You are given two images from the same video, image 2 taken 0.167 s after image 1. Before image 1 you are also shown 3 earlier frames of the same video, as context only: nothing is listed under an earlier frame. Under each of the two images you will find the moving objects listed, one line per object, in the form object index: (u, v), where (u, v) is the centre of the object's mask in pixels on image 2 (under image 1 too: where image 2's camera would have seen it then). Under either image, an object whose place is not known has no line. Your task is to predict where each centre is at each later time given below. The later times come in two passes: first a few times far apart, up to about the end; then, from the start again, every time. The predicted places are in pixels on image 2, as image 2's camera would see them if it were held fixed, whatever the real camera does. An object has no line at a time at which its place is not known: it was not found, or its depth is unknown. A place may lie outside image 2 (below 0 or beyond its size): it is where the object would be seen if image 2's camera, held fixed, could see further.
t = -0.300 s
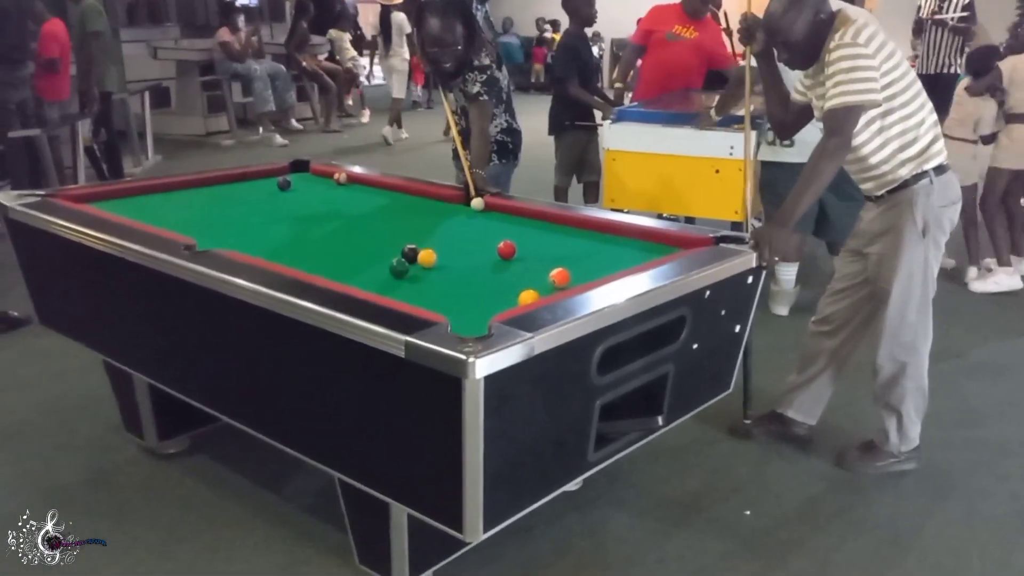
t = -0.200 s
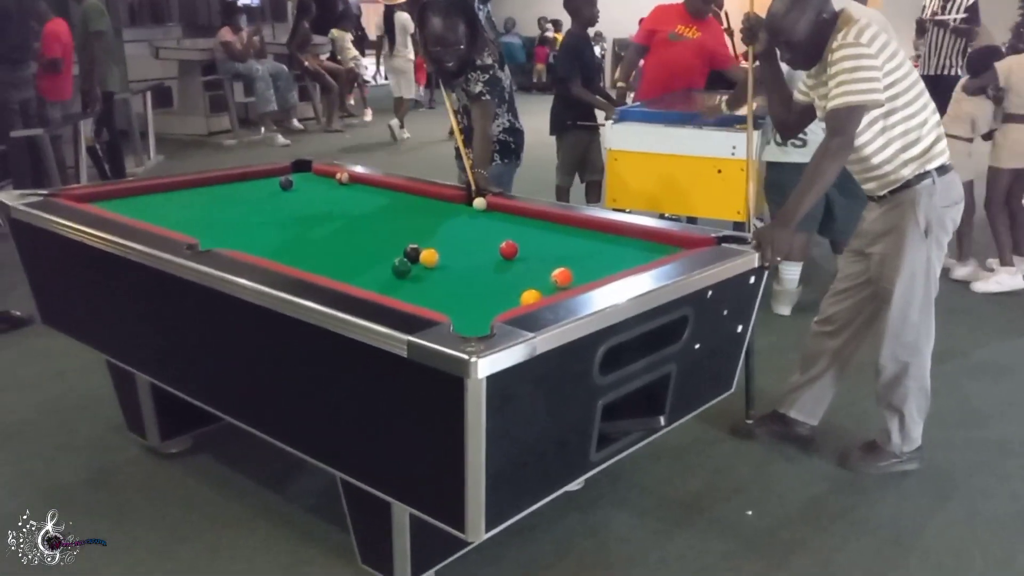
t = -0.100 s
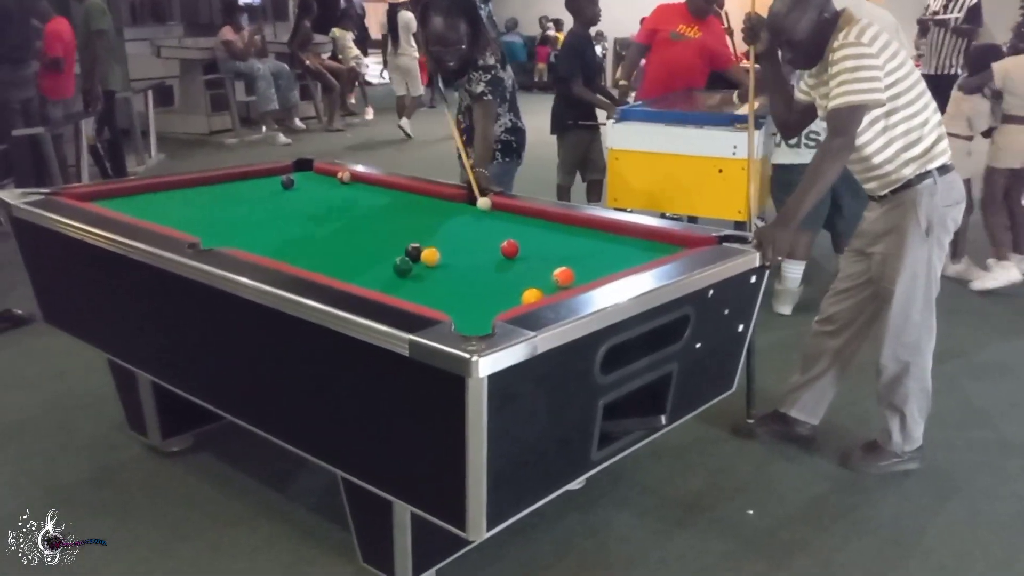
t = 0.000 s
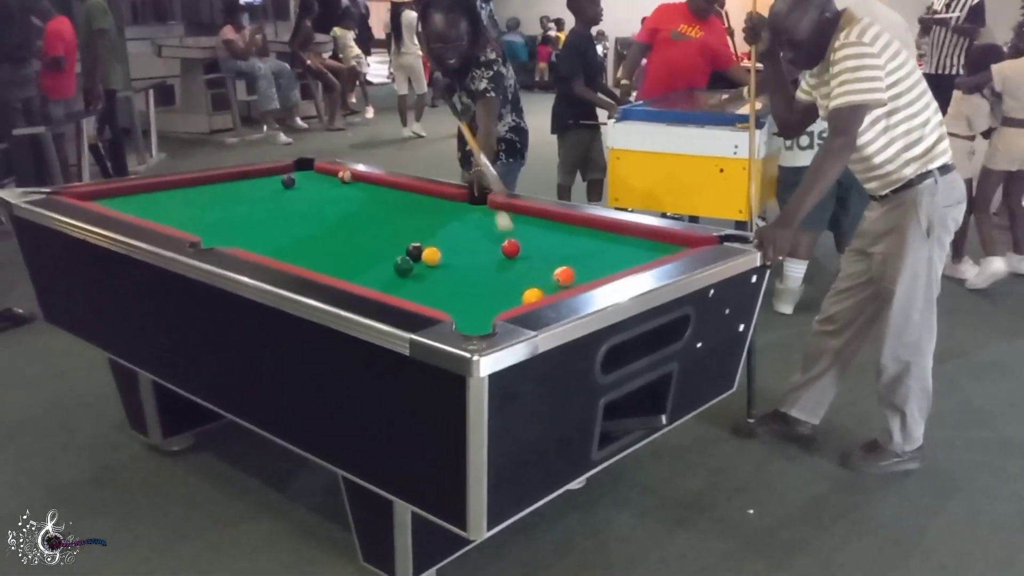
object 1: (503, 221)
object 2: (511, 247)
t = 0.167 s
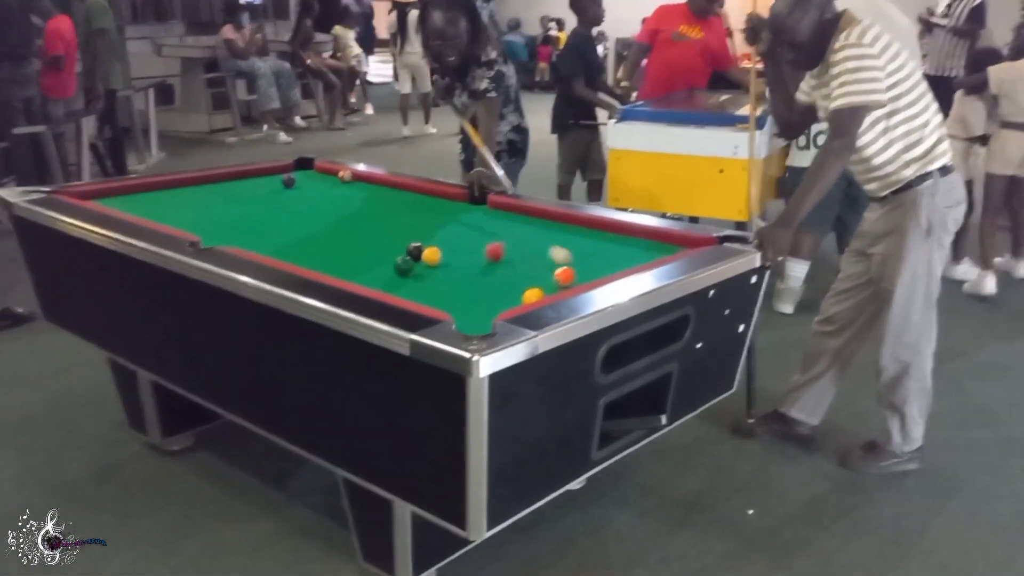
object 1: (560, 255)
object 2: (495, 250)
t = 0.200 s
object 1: (575, 257)
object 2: (487, 251)
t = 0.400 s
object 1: (574, 262)
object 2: (449, 260)
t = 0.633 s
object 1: (497, 246)
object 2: (417, 271)
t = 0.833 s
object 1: (442, 235)
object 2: (400, 278)
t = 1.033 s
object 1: (396, 225)
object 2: (386, 284)
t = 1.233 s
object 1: (355, 216)
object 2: (378, 286)
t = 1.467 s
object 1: (315, 206)
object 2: (391, 286)
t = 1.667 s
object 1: (286, 198)
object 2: (401, 285)
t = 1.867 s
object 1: (262, 191)
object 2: (408, 282)
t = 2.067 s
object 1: (241, 186)
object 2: (413, 280)
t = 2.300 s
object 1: (221, 180)
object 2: (418, 279)
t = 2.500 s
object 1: (218, 179)
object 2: (420, 279)
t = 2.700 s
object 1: (232, 181)
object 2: (420, 279)
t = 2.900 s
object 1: (246, 184)
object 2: (420, 279)
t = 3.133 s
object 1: (258, 186)
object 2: (420, 279)
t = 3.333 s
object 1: (268, 186)
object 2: (420, 279)
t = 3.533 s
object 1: (276, 187)
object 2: (419, 279)
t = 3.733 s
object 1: (282, 188)
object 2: (419, 279)
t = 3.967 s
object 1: (287, 188)
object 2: (420, 279)
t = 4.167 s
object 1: (290, 189)
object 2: (420, 280)
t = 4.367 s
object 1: (290, 188)
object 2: (420, 280)
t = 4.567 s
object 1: (290, 188)
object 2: (420, 280)
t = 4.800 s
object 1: (290, 188)
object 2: (420, 280)
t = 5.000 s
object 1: (289, 188)
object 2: (419, 279)
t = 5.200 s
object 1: (290, 188)
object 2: (420, 279)
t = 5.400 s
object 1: (290, 188)
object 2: (419, 279)
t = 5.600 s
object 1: (290, 188)
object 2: (419, 279)
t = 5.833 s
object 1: (290, 188)
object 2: (419, 279)
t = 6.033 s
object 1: (290, 188)
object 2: (419, 279)
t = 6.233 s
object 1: (290, 188)
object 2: (419, 279)
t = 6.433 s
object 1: (290, 188)
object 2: (419, 279)
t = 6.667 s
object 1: (290, 188)
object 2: (419, 279)
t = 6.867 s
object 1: (290, 188)
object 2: (419, 279)
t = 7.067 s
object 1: (290, 188)
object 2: (419, 279)
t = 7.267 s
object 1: (290, 188)
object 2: (419, 279)
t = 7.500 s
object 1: (290, 188)
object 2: (419, 280)
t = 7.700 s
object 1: (290, 188)
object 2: (419, 279)
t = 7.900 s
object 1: (290, 188)
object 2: (419, 279)
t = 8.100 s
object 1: (290, 188)
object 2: (419, 279)
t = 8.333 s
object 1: (290, 188)
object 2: (419, 279)
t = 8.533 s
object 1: (290, 188)
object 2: (419, 279)
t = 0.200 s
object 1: (575, 257)
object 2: (487, 251)
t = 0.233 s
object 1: (593, 265)
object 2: (480, 252)
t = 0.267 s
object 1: (608, 267)
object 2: (474, 253)
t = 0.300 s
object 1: (611, 269)
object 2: (468, 256)
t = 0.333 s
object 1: (597, 267)
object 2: (462, 257)
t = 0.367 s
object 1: (584, 265)
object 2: (456, 259)
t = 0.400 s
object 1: (574, 262)
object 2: (449, 260)
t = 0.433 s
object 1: (561, 260)
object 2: (443, 262)
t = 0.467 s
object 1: (551, 259)
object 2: (436, 264)
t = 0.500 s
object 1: (539, 255)
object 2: (430, 265)
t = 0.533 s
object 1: (528, 254)
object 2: (424, 267)
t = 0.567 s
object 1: (517, 251)
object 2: (422, 268)
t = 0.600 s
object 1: (506, 249)
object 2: (419, 269)
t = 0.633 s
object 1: (497, 246)
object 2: (417, 271)
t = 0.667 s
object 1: (487, 244)
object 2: (414, 271)
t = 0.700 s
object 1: (477, 242)
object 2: (411, 273)
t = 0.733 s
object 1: (469, 241)
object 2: (408, 274)
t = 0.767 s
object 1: (460, 239)
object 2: (406, 275)
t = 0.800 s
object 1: (451, 237)
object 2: (403, 276)
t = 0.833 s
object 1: (442, 235)
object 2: (400, 278)
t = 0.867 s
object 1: (434, 233)
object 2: (398, 279)
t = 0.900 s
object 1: (425, 231)
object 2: (396, 280)
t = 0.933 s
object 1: (418, 230)
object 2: (393, 282)
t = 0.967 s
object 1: (410, 228)
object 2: (390, 283)
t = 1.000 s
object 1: (403, 226)
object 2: (388, 284)
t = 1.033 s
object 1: (396, 225)
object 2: (386, 284)
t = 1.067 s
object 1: (388, 224)
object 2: (383, 284)
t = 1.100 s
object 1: (381, 222)
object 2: (381, 285)
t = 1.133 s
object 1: (374, 221)
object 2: (379, 285)
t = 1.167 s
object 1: (367, 219)
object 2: (377, 286)
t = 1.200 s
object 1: (361, 217)
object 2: (376, 286)
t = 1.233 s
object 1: (355, 216)
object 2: (378, 286)
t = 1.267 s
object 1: (349, 214)
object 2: (380, 286)
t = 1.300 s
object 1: (343, 213)
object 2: (382, 286)
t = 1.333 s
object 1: (337, 212)
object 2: (384, 286)
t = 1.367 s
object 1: (331, 210)
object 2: (386, 286)
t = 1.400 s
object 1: (326, 209)
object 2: (388, 286)
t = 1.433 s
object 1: (320, 207)
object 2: (390, 286)
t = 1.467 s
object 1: (315, 206)
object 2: (391, 286)
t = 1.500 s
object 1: (310, 205)
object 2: (393, 286)
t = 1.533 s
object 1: (305, 203)
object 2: (395, 285)
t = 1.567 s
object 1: (300, 202)
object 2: (397, 285)
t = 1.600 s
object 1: (295, 201)
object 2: (398, 285)
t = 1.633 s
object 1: (291, 200)
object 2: (399, 285)
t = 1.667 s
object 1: (286, 198)
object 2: (401, 285)
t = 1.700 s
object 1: (282, 197)
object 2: (402, 284)
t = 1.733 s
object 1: (278, 197)
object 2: (403, 284)
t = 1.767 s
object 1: (274, 195)
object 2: (404, 283)
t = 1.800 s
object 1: (270, 194)
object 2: (406, 282)
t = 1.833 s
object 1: (266, 193)
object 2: (407, 282)
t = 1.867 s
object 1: (262, 191)
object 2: (408, 282)
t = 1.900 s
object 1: (258, 190)
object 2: (408, 281)
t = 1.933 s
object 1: (255, 189)
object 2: (410, 281)
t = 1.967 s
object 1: (251, 188)
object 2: (411, 281)
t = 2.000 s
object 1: (248, 187)
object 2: (411, 280)
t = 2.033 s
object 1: (245, 187)
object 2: (412, 280)
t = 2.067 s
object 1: (241, 186)
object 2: (413, 280)
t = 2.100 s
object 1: (239, 186)
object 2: (413, 280)
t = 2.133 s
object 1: (235, 184)
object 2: (414, 280)
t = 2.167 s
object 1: (232, 184)
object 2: (415, 280)
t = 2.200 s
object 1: (229, 183)
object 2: (416, 279)
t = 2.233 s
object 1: (227, 182)
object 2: (417, 279)
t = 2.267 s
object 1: (224, 181)
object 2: (417, 279)
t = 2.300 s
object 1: (221, 180)
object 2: (418, 279)
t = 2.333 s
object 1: (219, 180)
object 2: (419, 279)
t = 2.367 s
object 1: (217, 179)
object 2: (419, 279)
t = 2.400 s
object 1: (214, 178)
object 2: (419, 279)
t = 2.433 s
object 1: (214, 178)
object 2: (420, 279)
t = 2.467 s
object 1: (216, 178)
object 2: (420, 279)
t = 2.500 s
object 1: (218, 179)
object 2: (420, 279)
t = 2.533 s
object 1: (221, 179)
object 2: (420, 279)
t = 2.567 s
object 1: (223, 180)
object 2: (420, 279)
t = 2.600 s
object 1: (225, 180)
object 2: (420, 279)
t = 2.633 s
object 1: (227, 180)
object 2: (420, 279)
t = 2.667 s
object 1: (229, 181)
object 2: (420, 279)
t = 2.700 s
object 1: (232, 181)
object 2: (420, 279)
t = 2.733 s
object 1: (234, 182)
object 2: (420, 279)
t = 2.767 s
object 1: (236, 182)
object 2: (420, 279)
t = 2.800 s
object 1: (238, 182)
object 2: (420, 279)
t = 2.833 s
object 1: (240, 183)
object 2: (420, 279)
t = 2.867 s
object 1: (242, 184)
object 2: (420, 279)
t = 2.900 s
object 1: (246, 184)
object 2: (420, 279)
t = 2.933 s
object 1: (248, 184)
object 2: (420, 279)
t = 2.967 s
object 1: (250, 185)
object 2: (420, 279)
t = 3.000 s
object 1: (251, 185)
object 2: (420, 279)
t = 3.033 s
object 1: (253, 185)
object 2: (420, 279)
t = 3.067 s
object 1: (255, 186)
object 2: (420, 279)
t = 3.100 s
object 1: (257, 186)
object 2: (420, 279)
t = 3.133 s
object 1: (258, 186)
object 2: (420, 279)
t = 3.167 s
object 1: (260, 186)
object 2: (420, 279)
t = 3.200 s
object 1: (262, 186)
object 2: (420, 279)
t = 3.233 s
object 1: (263, 186)
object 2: (420, 279)
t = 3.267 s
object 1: (265, 186)
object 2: (420, 279)
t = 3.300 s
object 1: (266, 186)
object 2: (420, 279)
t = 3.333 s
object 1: (268, 186)
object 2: (420, 279)
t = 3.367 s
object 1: (270, 187)
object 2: (420, 279)
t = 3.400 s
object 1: (271, 187)
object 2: (419, 279)
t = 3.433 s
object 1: (272, 187)
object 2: (420, 279)
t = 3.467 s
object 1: (274, 187)
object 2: (419, 279)
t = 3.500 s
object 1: (275, 187)
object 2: (419, 279)
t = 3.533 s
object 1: (276, 187)
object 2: (419, 279)
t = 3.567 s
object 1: (277, 188)
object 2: (419, 279)
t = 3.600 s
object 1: (278, 187)
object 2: (419, 279)
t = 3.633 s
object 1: (279, 187)
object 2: (419, 279)
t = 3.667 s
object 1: (280, 188)
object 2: (419, 279)
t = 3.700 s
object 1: (281, 187)
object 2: (419, 279)
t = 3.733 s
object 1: (282, 188)
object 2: (419, 279)
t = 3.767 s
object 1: (283, 188)
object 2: (419, 279)
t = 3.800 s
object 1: (284, 188)
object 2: (419, 279)
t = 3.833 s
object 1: (285, 188)
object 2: (420, 279)
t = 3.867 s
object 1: (286, 188)
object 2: (420, 279)
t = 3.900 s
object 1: (286, 188)
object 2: (420, 280)
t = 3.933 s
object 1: (287, 188)
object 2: (420, 279)
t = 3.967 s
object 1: (287, 188)
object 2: (420, 279)
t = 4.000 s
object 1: (288, 188)
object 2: (420, 280)
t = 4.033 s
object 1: (288, 188)
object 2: (419, 280)
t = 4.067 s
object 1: (289, 188)
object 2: (419, 280)
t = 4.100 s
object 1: (289, 188)
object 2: (419, 279)
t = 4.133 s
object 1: (289, 188)
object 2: (420, 280)
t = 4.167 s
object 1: (290, 189)
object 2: (420, 280)
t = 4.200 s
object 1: (290, 189)
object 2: (420, 280)
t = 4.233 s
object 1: (290, 188)
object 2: (420, 280)
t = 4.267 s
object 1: (290, 188)
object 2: (419, 280)
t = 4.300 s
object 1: (290, 188)
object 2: (420, 280)
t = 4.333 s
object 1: (290, 188)
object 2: (420, 280)
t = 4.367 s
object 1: (290, 188)
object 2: (420, 280)
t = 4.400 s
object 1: (290, 188)
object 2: (420, 280)
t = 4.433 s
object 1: (290, 188)
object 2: (420, 280)
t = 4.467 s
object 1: (290, 188)
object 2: (420, 280)
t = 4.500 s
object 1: (290, 188)
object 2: (420, 280)
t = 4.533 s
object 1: (290, 188)
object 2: (419, 280)
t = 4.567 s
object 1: (290, 188)
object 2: (420, 280)
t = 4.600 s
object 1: (290, 188)
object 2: (420, 280)
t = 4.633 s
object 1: (290, 188)
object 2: (419, 280)
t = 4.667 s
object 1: (290, 188)
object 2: (419, 279)
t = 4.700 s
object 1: (290, 188)
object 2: (420, 280)
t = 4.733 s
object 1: (290, 188)
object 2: (420, 280)
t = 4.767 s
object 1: (290, 188)
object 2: (420, 280)
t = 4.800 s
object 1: (290, 188)
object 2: (420, 280)
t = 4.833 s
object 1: (290, 188)
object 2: (420, 280)
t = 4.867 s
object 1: (290, 188)
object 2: (420, 280)
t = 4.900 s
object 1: (290, 188)
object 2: (420, 280)
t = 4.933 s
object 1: (290, 188)
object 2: (420, 280)
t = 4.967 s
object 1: (290, 188)
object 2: (420, 279)
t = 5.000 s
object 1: (289, 188)
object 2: (419, 279)
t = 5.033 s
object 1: (289, 188)
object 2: (419, 279)
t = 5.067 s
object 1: (289, 188)
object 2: (420, 279)
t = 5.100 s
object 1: (290, 188)
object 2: (420, 279)
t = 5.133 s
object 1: (289, 188)
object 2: (419, 280)
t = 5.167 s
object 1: (290, 188)
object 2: (419, 279)
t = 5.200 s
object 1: (290, 188)
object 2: (420, 279)
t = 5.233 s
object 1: (290, 188)
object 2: (420, 279)
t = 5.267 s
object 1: (289, 188)
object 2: (419, 279)
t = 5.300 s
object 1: (289, 188)
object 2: (419, 279)
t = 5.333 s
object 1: (289, 188)
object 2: (419, 279)
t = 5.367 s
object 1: (290, 188)
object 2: (419, 279)
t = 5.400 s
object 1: (290, 188)
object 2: (419, 279)
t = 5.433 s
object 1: (290, 188)
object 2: (419, 279)
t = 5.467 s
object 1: (289, 188)
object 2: (419, 279)
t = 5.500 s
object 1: (290, 188)
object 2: (419, 279)
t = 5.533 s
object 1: (289, 188)
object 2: (419, 279)
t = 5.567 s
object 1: (289, 188)
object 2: (419, 279)
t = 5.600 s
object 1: (290, 188)
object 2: (419, 279)
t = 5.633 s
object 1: (290, 188)
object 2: (419, 279)
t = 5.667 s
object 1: (290, 188)
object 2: (419, 279)
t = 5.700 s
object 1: (290, 188)
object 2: (419, 279)
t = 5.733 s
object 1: (289, 188)
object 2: (419, 279)
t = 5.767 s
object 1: (290, 188)
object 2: (419, 279)
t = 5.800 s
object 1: (290, 188)
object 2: (419, 279)
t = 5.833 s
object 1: (290, 188)
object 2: (419, 279)
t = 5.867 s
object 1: (290, 188)
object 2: (419, 279)
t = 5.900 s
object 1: (290, 188)
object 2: (419, 279)
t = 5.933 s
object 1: (290, 188)
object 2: (419, 279)
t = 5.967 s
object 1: (290, 188)
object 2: (419, 279)
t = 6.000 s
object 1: (289, 188)
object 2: (419, 279)
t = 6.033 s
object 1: (290, 188)
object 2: (419, 279)
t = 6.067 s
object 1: (289, 188)
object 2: (420, 279)
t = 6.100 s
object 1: (289, 188)
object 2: (419, 279)
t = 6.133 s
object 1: (289, 188)
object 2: (419, 279)
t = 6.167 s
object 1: (290, 188)
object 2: (419, 279)
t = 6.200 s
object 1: (289, 188)
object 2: (419, 279)
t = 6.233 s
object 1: (290, 188)
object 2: (419, 279)
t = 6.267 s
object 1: (290, 188)
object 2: (419, 279)
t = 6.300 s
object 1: (290, 188)
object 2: (419, 279)
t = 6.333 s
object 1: (290, 188)
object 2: (419, 279)
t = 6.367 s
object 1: (290, 188)
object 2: (419, 279)
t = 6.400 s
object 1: (290, 188)
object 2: (419, 279)
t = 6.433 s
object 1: (290, 188)
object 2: (419, 279)
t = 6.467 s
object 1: (290, 188)
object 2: (419, 279)
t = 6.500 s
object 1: (290, 188)
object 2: (419, 279)
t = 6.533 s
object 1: (290, 188)
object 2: (419, 279)
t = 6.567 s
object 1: (290, 188)
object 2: (419, 279)
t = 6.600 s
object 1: (290, 188)
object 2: (419, 279)
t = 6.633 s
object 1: (290, 188)
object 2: (419, 279)
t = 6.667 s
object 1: (290, 188)
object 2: (419, 279)
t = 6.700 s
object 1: (290, 188)
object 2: (419, 279)
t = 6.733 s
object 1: (290, 188)
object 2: (419, 279)
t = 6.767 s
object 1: (290, 188)
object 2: (419, 279)
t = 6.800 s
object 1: (290, 188)
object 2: (419, 279)
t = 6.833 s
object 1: (290, 188)
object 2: (419, 279)
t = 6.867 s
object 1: (290, 188)
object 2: (419, 279)
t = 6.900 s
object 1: (290, 188)
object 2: (419, 279)
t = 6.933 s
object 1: (290, 188)
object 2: (419, 279)
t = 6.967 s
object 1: (290, 188)
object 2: (419, 280)
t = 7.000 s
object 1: (290, 188)
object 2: (419, 280)
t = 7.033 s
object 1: (290, 188)
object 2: (419, 279)
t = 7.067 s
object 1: (290, 188)
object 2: (419, 279)
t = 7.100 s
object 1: (290, 188)
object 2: (419, 279)
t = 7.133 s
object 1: (290, 188)
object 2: (419, 279)
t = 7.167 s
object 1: (290, 188)
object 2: (419, 280)
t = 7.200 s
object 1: (290, 188)
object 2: (419, 279)
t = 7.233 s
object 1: (290, 188)
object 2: (419, 280)
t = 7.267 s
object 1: (290, 188)
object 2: (419, 279)
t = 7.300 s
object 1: (290, 188)
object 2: (419, 279)
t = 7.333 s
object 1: (290, 188)
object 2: (419, 280)
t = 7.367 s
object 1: (290, 188)
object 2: (419, 280)
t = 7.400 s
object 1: (290, 188)
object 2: (419, 279)
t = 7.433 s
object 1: (290, 188)
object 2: (419, 279)
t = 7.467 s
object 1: (290, 188)
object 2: (419, 280)
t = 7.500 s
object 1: (290, 188)
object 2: (419, 280)
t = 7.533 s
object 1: (290, 188)
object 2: (419, 279)
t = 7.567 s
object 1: (290, 188)
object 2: (419, 279)
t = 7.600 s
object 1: (290, 188)
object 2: (419, 279)
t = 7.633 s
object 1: (290, 188)
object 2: (419, 279)
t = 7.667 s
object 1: (290, 188)
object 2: (419, 279)
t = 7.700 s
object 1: (290, 188)
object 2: (419, 279)
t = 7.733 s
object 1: (290, 189)
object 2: (419, 279)
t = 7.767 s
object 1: (290, 188)
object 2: (419, 280)
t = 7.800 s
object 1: (290, 188)
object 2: (419, 279)
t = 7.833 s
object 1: (290, 188)
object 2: (419, 279)
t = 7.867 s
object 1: (290, 188)
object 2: (419, 279)
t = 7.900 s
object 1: (290, 188)
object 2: (419, 279)
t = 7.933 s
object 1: (290, 188)
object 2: (419, 279)
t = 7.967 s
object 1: (290, 188)
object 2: (419, 279)
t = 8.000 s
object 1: (290, 188)
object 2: (419, 279)
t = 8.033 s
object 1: (290, 188)
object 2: (419, 280)
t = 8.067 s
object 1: (289, 188)
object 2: (419, 279)
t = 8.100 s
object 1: (290, 188)
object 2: (419, 279)
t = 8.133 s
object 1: (290, 188)
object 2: (419, 279)
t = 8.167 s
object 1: (290, 188)
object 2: (419, 280)
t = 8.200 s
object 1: (290, 188)
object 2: (419, 279)
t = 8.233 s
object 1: (290, 189)
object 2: (419, 279)
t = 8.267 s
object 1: (290, 188)
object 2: (419, 280)
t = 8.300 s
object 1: (290, 188)
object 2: (419, 280)
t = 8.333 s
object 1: (290, 188)
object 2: (419, 279)
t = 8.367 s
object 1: (290, 188)
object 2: (419, 279)
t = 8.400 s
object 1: (290, 188)
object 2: (419, 280)
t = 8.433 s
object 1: (290, 188)
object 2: (419, 279)
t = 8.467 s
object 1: (290, 188)
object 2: (419, 279)
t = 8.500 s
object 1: (290, 188)
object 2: (419, 279)
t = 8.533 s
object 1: (290, 188)
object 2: (419, 279)
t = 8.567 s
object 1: (290, 188)
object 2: (419, 279)
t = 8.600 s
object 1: (290, 188)
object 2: (419, 279)
